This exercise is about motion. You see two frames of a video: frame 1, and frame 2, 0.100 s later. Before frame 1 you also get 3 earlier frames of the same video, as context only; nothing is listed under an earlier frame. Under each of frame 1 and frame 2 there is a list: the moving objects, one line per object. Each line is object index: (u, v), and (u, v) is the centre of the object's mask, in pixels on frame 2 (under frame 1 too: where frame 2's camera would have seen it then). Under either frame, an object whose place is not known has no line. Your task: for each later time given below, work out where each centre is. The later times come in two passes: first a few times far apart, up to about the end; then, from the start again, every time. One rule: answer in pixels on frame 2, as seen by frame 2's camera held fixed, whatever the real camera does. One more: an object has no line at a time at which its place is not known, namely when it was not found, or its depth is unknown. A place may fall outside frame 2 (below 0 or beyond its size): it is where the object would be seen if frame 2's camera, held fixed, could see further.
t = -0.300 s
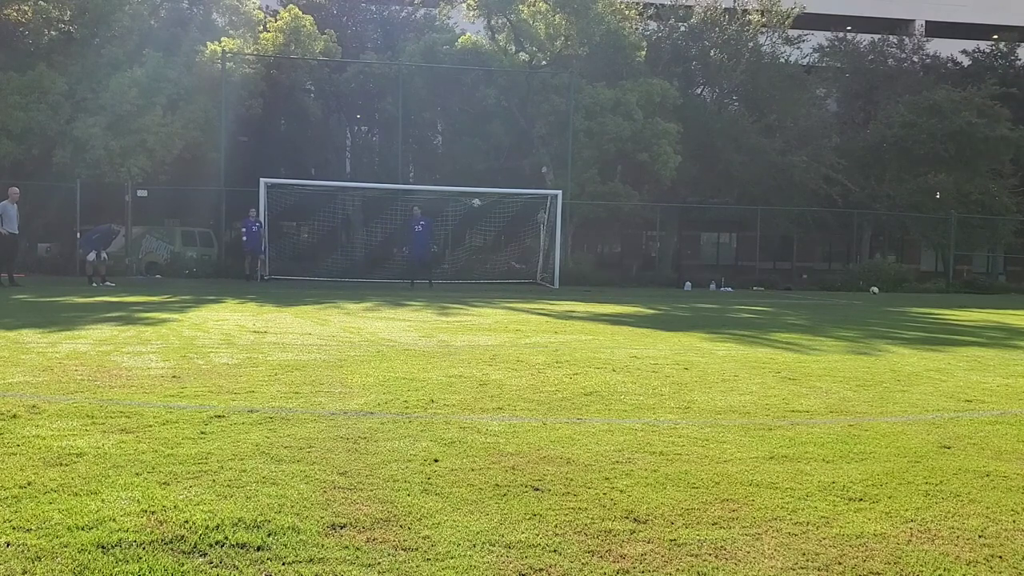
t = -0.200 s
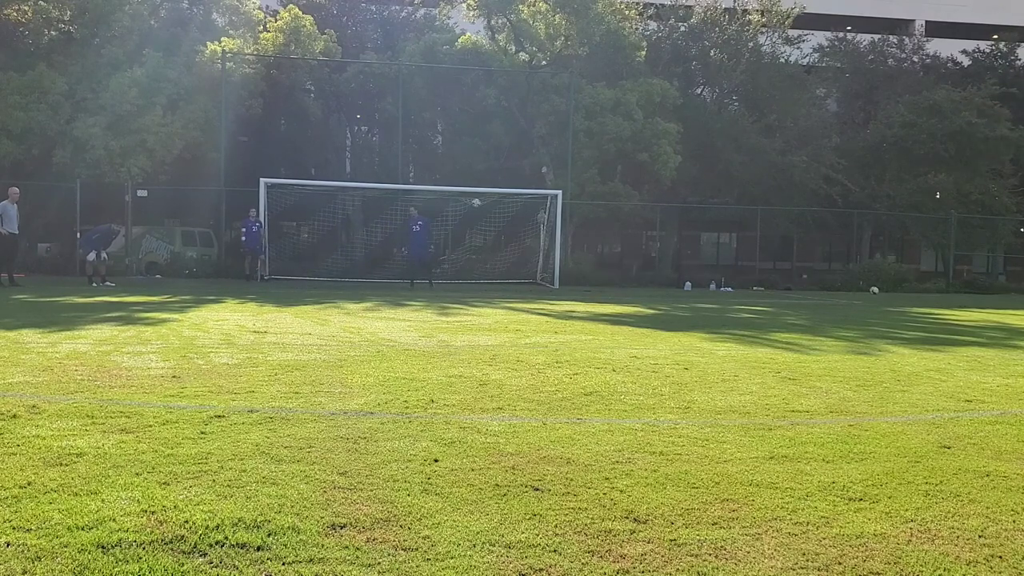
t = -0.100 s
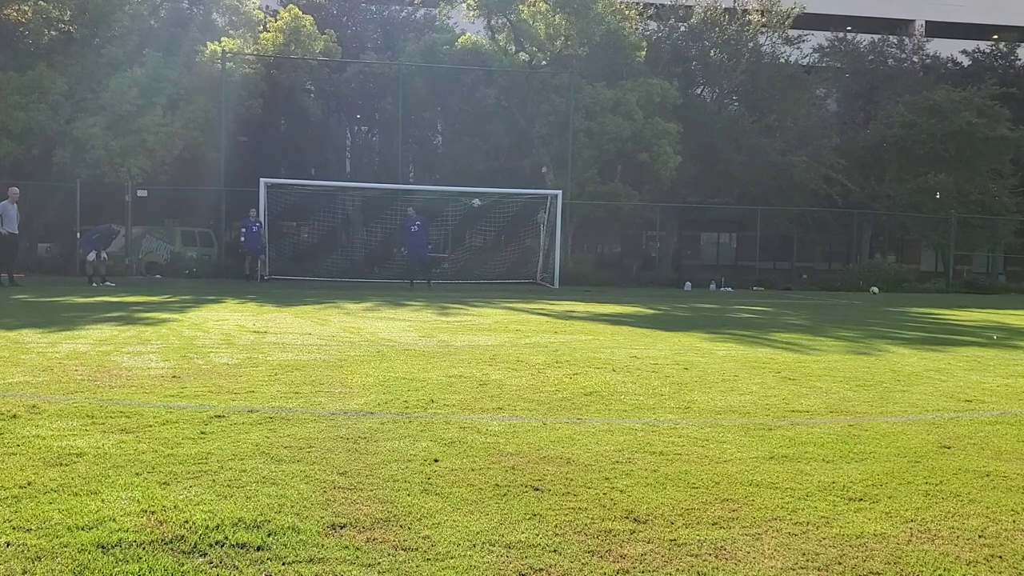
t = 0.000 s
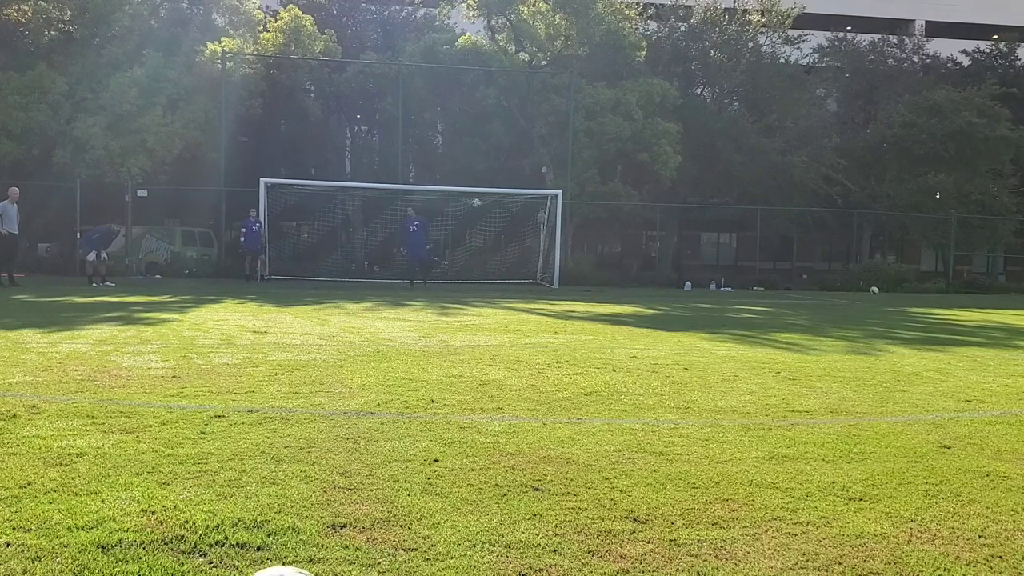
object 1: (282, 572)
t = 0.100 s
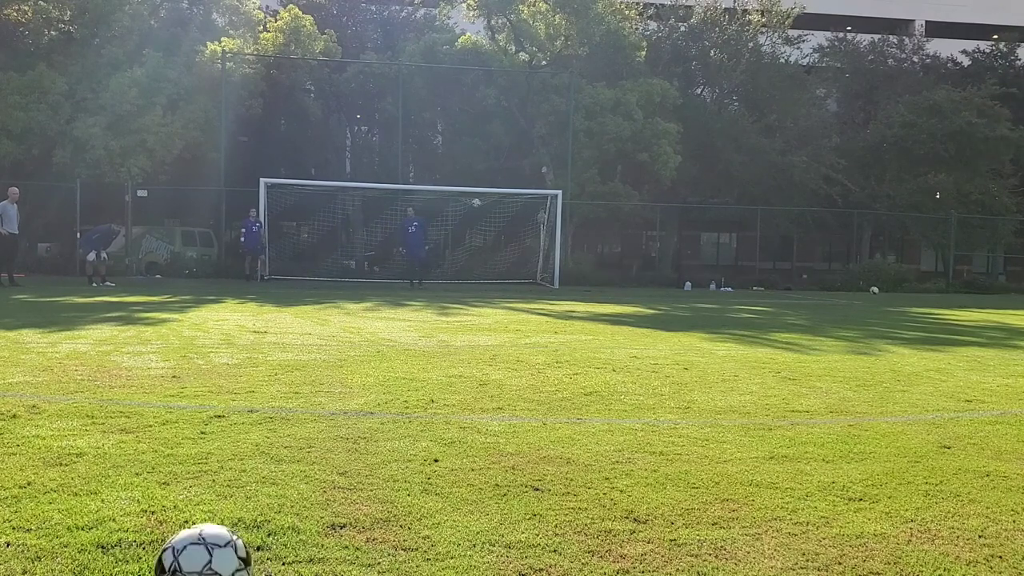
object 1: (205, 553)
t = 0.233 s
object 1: (142, 529)
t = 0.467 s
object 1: (87, 468)
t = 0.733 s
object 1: (45, 434)
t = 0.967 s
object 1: (24, 406)
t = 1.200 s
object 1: (14, 387)
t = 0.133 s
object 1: (186, 546)
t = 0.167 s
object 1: (170, 540)
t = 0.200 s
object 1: (155, 536)
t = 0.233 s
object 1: (142, 529)
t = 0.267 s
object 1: (132, 516)
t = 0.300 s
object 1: (124, 504)
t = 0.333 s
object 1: (115, 497)
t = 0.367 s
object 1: (108, 492)
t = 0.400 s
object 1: (101, 486)
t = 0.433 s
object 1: (94, 477)
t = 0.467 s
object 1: (87, 468)
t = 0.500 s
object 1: (81, 464)
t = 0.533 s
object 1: (75, 461)
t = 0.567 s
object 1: (69, 456)
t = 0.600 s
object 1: (64, 448)
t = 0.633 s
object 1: (59, 442)
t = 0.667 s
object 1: (54, 439)
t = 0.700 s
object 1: (50, 438)
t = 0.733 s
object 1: (45, 434)
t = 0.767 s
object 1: (42, 426)
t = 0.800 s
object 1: (38, 421)
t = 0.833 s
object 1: (35, 419)
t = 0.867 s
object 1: (31, 418)
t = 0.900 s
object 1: (28, 416)
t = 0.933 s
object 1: (26, 411)
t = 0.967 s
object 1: (24, 406)
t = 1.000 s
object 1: (22, 404)
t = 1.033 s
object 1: (20, 402)
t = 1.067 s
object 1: (19, 399)
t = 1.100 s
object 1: (17, 396)
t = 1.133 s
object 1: (16, 392)
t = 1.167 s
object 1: (15, 389)
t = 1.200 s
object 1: (14, 387)
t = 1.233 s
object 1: (12, 386)
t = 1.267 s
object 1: (11, 385)
